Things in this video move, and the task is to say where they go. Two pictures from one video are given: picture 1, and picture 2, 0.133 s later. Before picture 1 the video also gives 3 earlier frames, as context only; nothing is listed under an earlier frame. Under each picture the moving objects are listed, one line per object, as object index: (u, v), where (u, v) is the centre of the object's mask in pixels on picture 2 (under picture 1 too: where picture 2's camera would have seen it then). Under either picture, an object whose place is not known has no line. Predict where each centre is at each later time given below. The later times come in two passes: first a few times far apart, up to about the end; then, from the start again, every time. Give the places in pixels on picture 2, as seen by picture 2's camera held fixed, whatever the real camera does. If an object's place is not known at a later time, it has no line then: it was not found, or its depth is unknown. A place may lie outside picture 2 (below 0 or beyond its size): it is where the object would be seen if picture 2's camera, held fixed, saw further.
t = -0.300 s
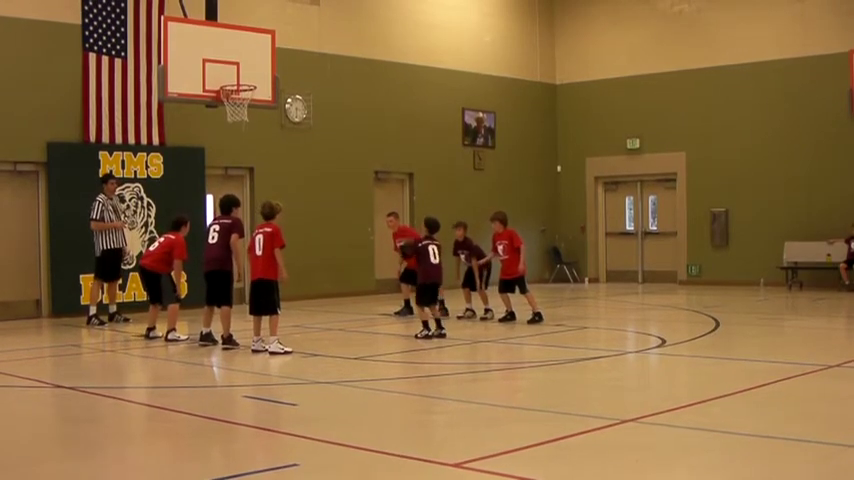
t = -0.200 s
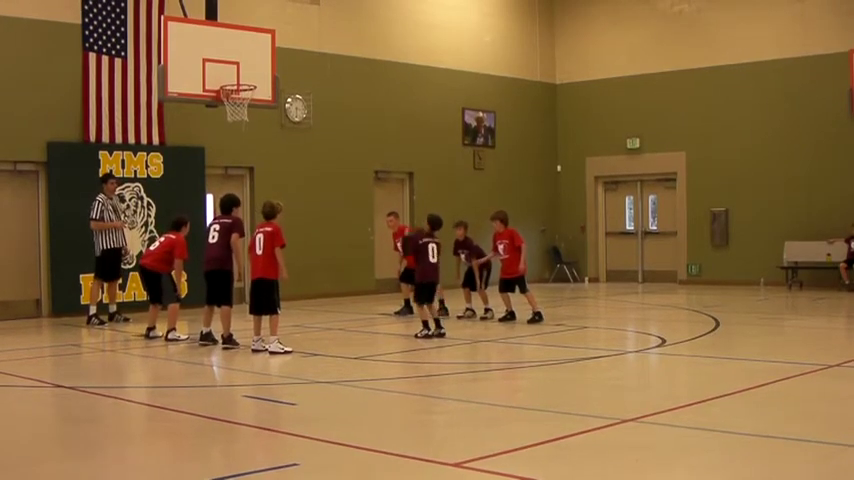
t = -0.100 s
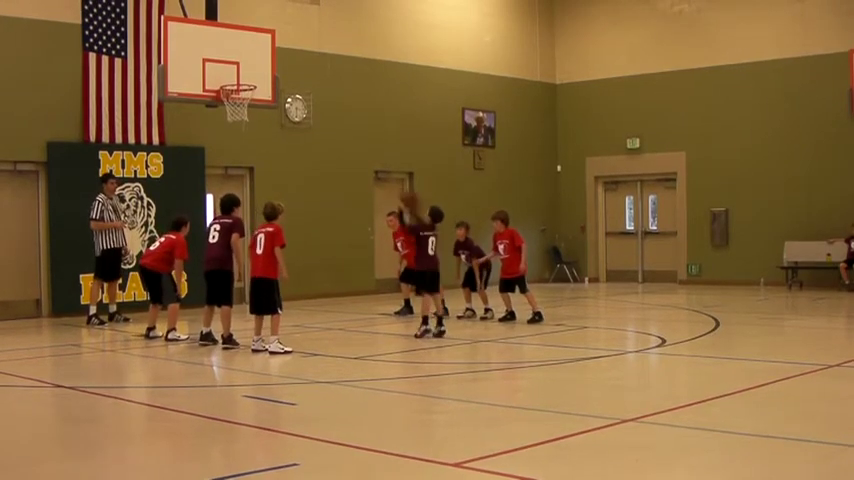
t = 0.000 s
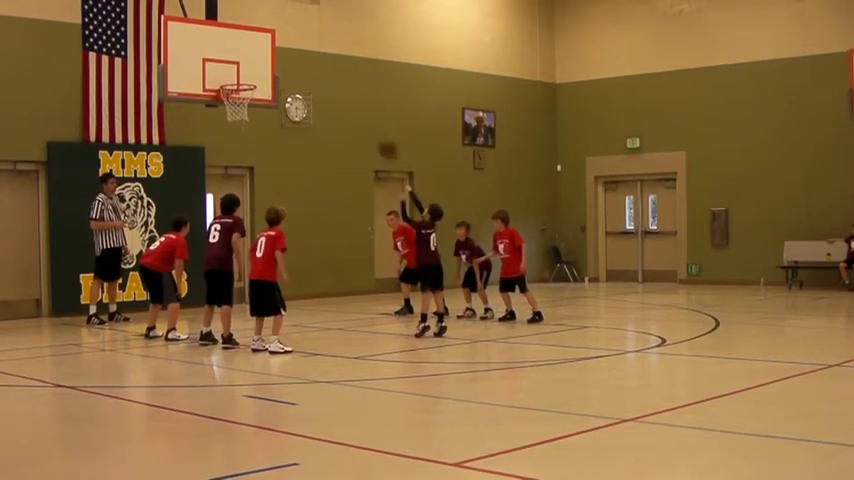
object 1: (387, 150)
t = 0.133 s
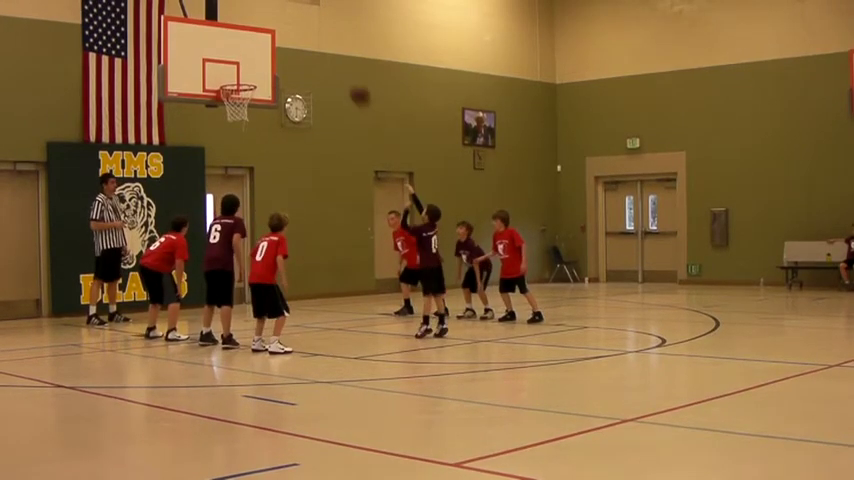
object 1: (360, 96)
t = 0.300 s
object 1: (329, 53)
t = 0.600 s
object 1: (278, 37)
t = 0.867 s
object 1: (237, 79)
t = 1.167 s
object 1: (252, 120)
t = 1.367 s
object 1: (261, 163)
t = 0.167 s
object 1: (354, 85)
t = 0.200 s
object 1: (347, 76)
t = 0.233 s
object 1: (341, 68)
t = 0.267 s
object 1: (334, 59)
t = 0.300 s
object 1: (329, 53)
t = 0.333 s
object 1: (322, 47)
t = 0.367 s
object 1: (316, 43)
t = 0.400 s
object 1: (311, 39)
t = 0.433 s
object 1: (305, 37)
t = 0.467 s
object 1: (299, 35)
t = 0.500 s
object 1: (294, 34)
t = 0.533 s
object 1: (288, 35)
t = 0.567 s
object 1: (283, 35)
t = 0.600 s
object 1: (278, 37)
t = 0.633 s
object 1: (272, 40)
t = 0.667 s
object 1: (267, 43)
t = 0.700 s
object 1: (262, 47)
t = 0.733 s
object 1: (257, 53)
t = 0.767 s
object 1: (252, 58)
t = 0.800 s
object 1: (247, 65)
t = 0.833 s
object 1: (242, 72)
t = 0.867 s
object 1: (237, 79)
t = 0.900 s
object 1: (233, 88)
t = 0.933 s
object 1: (234, 93)
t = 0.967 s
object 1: (242, 100)
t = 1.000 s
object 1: (245, 106)
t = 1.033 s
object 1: (247, 108)
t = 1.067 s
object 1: (249, 111)
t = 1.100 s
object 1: (250, 113)
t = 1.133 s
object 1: (251, 115)
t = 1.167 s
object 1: (252, 120)
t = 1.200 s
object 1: (253, 125)
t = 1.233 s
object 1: (255, 130)
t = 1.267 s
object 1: (257, 137)
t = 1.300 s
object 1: (258, 145)
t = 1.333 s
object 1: (260, 154)
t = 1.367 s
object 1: (261, 163)
